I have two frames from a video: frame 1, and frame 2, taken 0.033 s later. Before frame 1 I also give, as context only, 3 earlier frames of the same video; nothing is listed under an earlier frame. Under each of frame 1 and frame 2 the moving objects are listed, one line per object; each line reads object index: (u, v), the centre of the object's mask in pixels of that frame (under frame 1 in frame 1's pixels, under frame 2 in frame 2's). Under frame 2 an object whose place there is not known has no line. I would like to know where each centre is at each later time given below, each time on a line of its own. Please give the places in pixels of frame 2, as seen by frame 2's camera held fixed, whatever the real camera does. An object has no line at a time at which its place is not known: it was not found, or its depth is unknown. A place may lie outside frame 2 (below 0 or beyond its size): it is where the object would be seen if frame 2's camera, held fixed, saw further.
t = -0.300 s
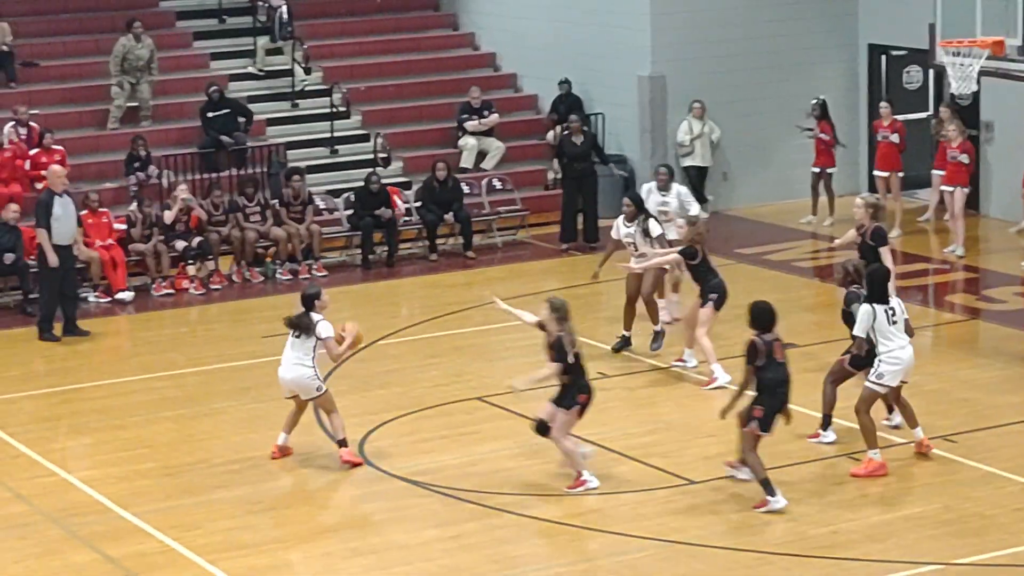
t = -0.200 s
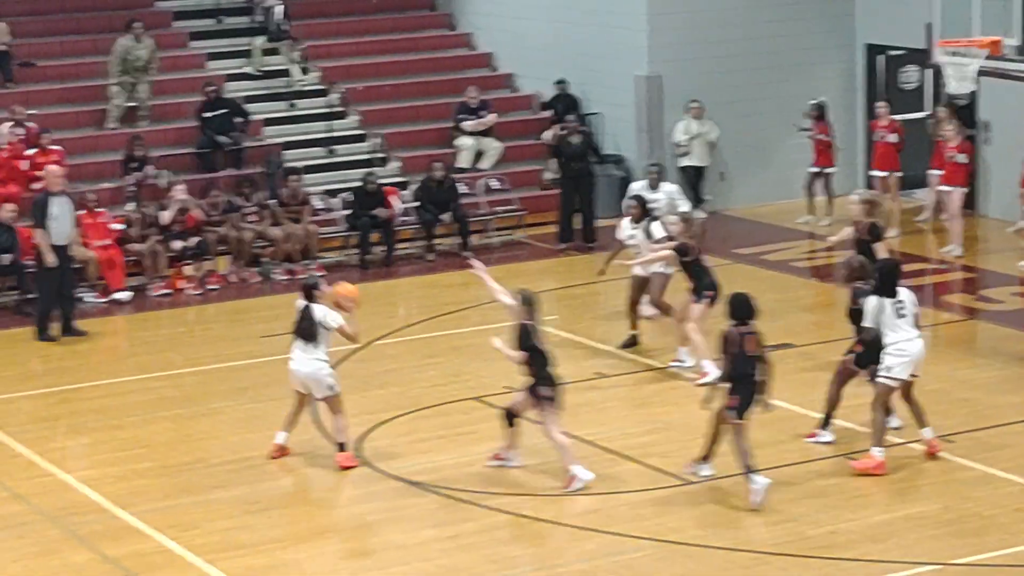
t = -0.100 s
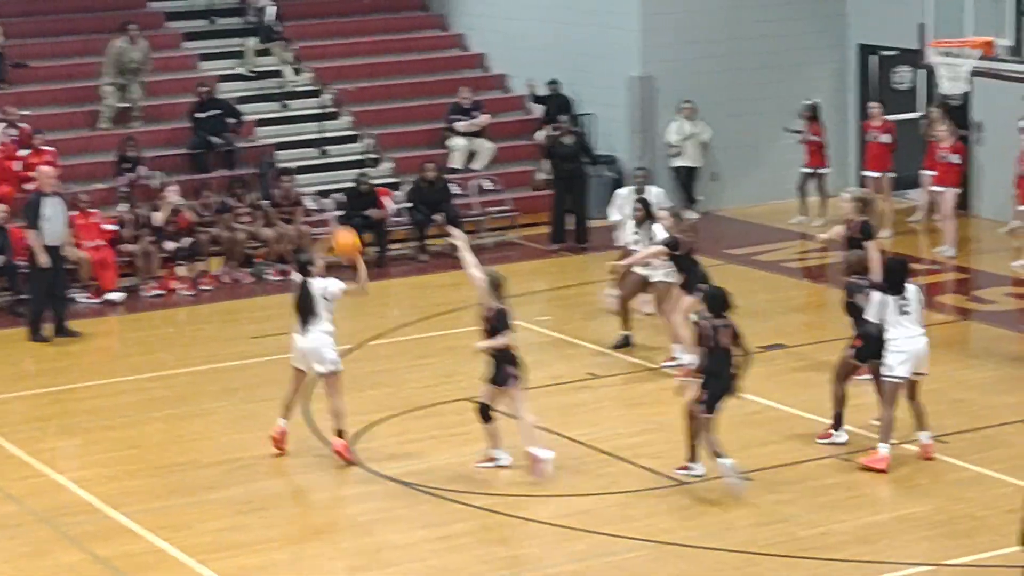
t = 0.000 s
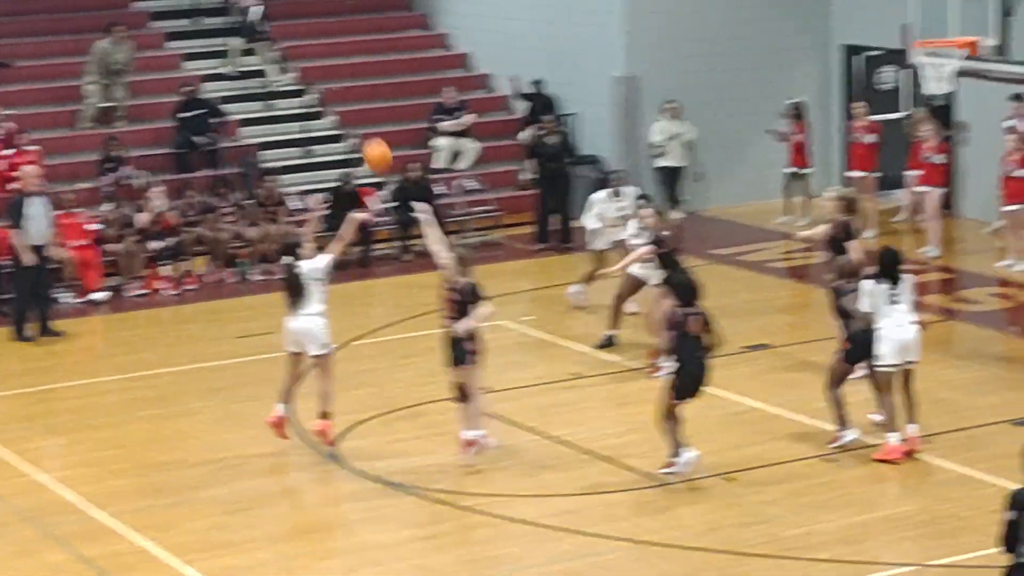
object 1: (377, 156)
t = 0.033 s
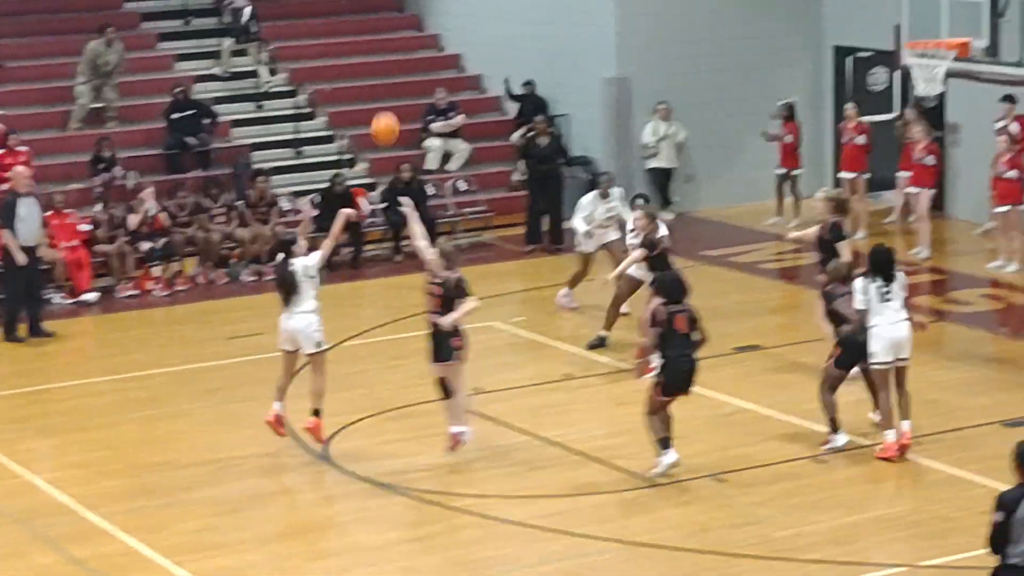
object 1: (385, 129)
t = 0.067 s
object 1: (403, 102)
